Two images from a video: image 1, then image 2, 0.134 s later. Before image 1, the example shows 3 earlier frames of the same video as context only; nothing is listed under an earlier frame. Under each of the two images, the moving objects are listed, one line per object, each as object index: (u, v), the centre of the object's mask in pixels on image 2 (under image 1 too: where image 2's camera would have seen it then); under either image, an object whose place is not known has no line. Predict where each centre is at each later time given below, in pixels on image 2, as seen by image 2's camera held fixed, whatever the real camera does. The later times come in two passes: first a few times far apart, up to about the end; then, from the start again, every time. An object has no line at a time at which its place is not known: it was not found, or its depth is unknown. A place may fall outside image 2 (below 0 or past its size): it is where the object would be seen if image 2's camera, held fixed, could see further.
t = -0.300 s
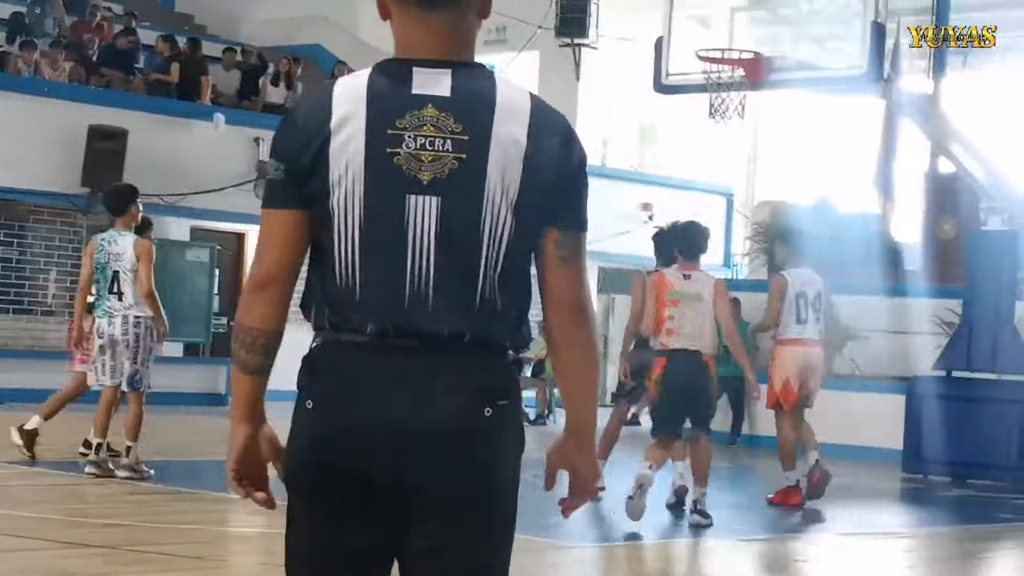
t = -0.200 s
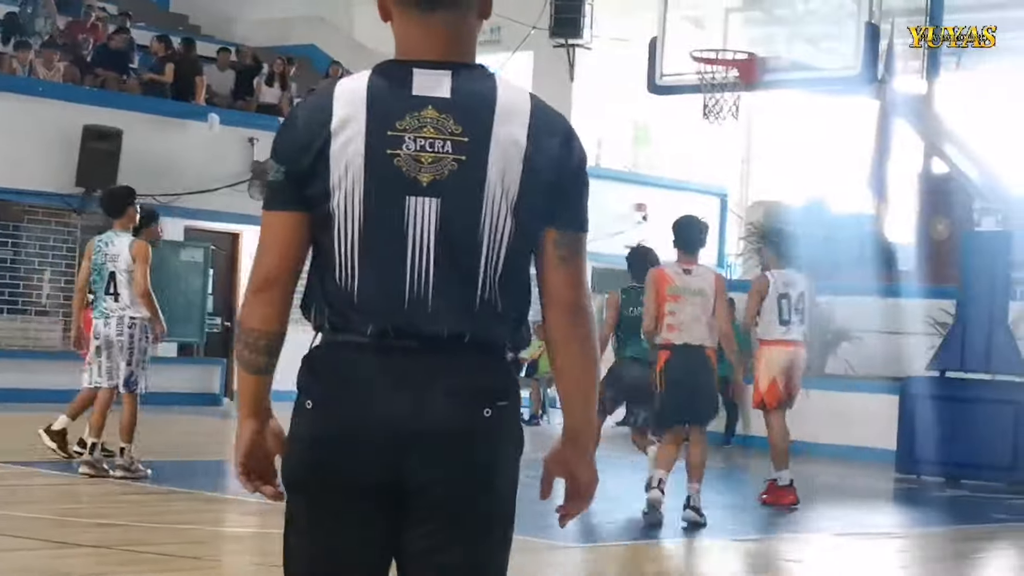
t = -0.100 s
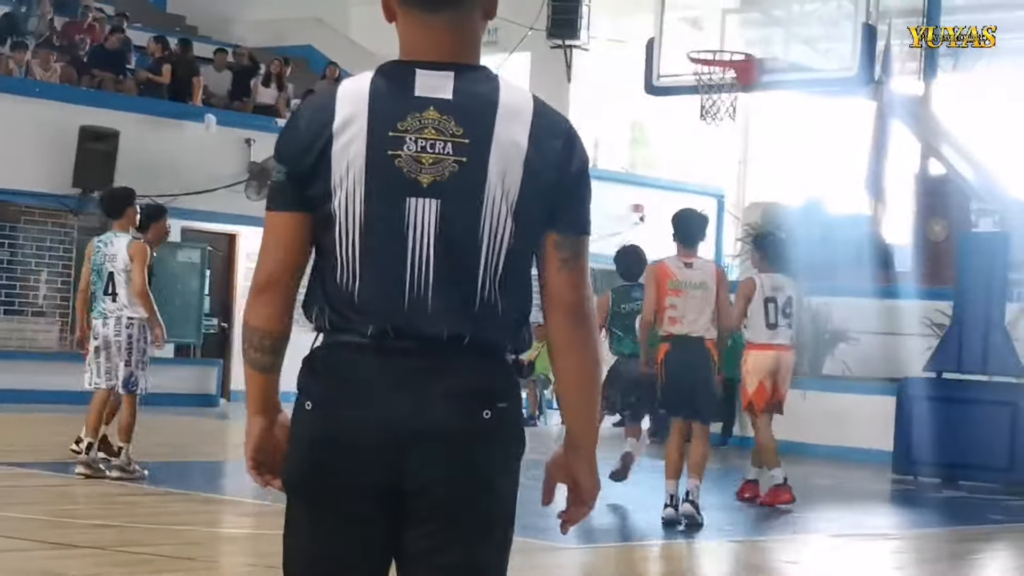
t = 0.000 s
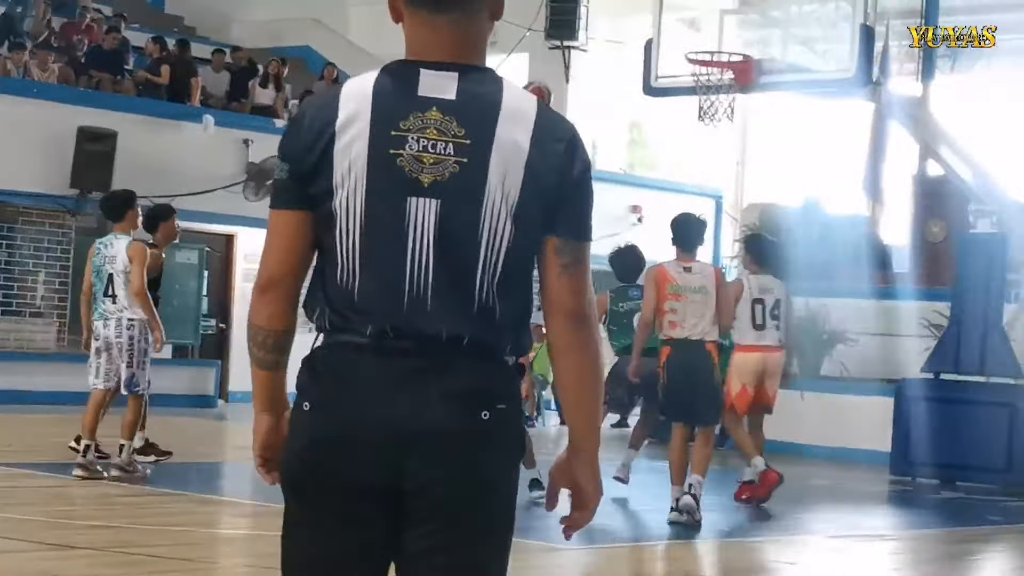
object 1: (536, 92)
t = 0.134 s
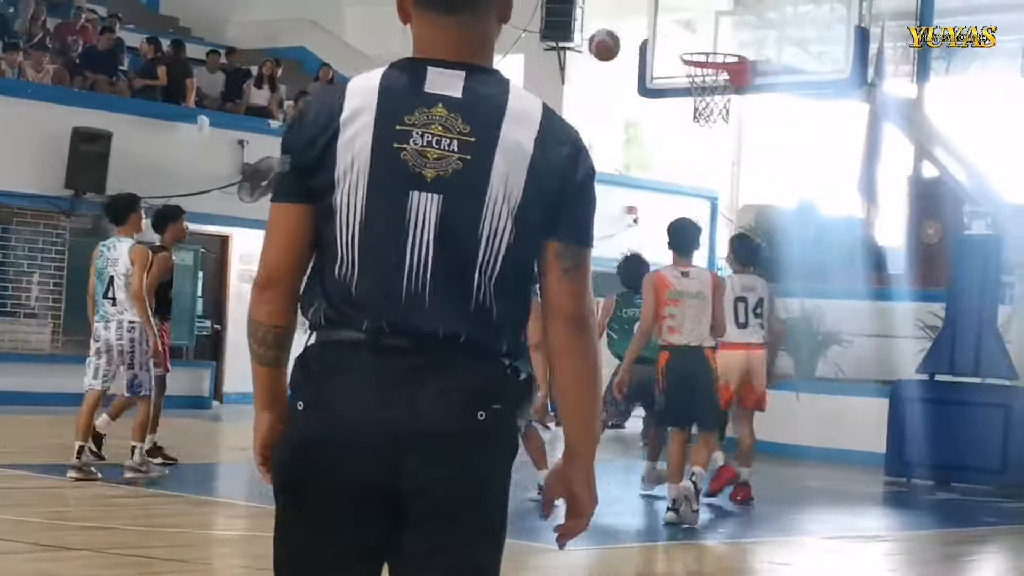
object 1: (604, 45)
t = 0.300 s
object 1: (692, 14)
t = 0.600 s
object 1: (716, 32)
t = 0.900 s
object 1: (708, 28)
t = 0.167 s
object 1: (621, 36)
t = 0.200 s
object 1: (640, 28)
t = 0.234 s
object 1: (657, 22)
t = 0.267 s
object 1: (675, 17)
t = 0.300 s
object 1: (692, 14)
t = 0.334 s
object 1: (710, 13)
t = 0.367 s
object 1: (720, 12)
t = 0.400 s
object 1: (719, 12)
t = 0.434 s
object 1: (719, 14)
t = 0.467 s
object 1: (719, 17)
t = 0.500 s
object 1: (718, 22)
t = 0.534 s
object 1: (718, 28)
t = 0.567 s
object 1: (717, 36)
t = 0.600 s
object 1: (716, 32)
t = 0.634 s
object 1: (716, 29)
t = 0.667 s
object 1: (715, 24)
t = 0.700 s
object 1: (715, 20)
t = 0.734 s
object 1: (714, 17)
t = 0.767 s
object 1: (713, 16)
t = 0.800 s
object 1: (712, 17)
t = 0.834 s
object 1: (711, 19)
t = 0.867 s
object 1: (710, 23)
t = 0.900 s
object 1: (708, 28)
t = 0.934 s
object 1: (707, 36)
